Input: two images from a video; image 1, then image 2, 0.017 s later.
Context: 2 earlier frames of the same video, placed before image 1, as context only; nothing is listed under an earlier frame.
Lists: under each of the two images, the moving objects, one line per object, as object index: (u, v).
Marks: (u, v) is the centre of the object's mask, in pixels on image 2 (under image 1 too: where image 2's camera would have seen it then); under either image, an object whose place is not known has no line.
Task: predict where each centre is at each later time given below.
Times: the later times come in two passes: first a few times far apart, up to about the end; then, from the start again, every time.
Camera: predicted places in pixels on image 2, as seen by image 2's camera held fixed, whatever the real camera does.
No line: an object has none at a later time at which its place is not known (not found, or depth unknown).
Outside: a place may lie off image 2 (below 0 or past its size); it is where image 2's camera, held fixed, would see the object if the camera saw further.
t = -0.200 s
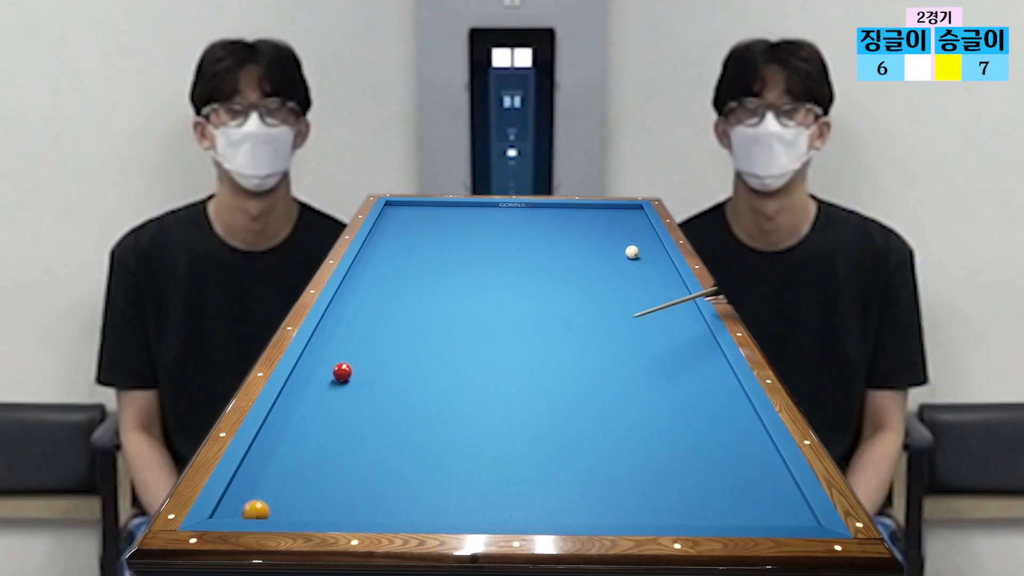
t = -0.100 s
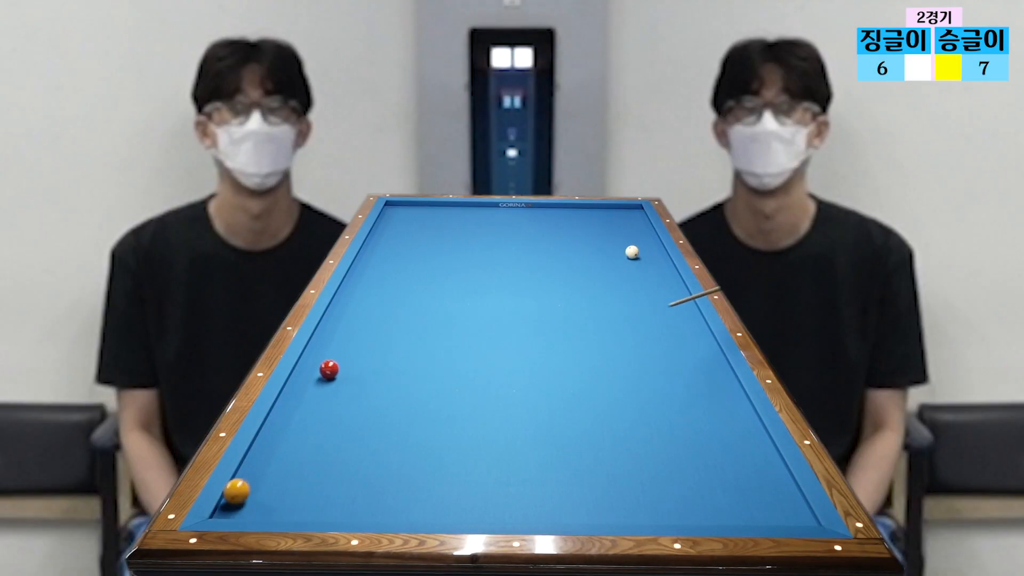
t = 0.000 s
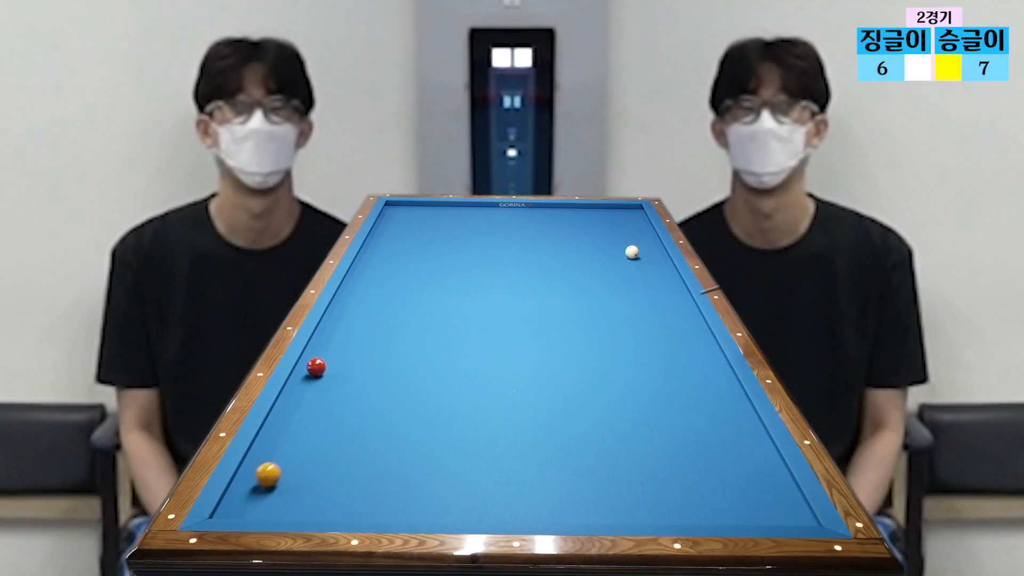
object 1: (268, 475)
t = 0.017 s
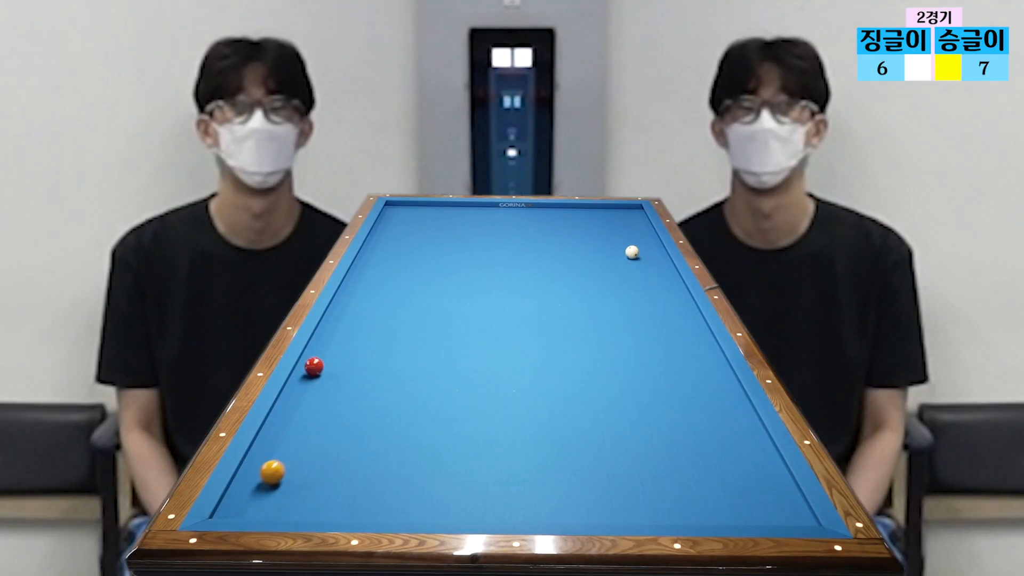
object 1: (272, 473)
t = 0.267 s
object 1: (329, 441)
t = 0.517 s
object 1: (378, 413)
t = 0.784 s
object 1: (423, 387)
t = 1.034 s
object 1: (460, 366)
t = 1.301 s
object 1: (495, 346)
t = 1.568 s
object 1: (526, 329)
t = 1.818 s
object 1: (551, 314)
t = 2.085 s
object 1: (576, 300)
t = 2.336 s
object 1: (597, 288)
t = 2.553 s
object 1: (614, 279)
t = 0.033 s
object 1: (276, 471)
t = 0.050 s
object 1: (280, 468)
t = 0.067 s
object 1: (284, 466)
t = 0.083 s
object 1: (288, 464)
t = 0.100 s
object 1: (292, 461)
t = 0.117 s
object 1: (296, 459)
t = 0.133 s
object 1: (300, 457)
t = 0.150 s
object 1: (304, 455)
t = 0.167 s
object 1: (307, 453)
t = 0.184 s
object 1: (311, 451)
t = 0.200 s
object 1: (315, 449)
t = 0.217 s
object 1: (318, 447)
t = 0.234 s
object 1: (322, 445)
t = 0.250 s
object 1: (325, 443)
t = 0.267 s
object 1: (329, 441)
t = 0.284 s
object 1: (332, 439)
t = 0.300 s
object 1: (336, 437)
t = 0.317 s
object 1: (339, 435)
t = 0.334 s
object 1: (342, 433)
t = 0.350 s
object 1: (346, 431)
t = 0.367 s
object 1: (349, 429)
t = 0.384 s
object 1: (352, 427)
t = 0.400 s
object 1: (356, 425)
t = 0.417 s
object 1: (359, 424)
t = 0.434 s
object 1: (362, 422)
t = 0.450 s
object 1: (366, 420)
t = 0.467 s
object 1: (369, 418)
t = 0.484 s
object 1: (372, 417)
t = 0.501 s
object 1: (375, 415)
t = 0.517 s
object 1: (378, 413)
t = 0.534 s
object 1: (381, 411)
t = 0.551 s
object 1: (384, 410)
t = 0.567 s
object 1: (387, 408)
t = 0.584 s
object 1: (390, 406)
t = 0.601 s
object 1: (393, 405)
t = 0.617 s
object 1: (395, 403)
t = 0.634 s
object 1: (398, 401)
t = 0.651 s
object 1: (401, 400)
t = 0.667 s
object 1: (404, 398)
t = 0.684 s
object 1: (407, 396)
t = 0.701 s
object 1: (410, 395)
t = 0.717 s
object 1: (412, 394)
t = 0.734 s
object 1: (415, 392)
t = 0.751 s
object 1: (418, 390)
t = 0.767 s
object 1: (420, 389)
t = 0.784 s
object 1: (423, 387)
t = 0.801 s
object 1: (426, 386)
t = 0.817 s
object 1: (428, 384)
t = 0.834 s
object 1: (431, 383)
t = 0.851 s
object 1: (433, 381)
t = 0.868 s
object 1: (436, 380)
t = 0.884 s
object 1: (438, 379)
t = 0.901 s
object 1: (441, 377)
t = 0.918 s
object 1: (443, 376)
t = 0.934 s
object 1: (446, 374)
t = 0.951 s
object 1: (448, 373)
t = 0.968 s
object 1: (451, 372)
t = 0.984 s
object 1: (453, 370)
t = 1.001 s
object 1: (455, 369)
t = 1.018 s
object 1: (458, 368)
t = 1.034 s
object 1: (460, 366)
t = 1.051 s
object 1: (462, 365)
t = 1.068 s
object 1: (465, 364)
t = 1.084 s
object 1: (467, 362)
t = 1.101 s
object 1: (469, 361)
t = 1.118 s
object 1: (471, 360)
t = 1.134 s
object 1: (473, 358)
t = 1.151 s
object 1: (476, 357)
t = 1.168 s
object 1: (478, 356)
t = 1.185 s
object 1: (480, 355)
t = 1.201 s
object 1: (482, 353)
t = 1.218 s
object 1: (484, 352)
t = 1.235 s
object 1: (487, 351)
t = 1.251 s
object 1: (489, 350)
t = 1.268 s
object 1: (491, 349)
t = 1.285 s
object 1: (493, 347)
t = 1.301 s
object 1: (495, 346)
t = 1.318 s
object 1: (497, 345)
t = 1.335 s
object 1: (499, 344)
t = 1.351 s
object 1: (501, 343)
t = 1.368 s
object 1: (503, 342)
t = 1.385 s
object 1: (505, 341)
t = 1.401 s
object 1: (507, 340)
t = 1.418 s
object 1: (509, 339)
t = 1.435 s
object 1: (511, 337)
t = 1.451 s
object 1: (513, 336)
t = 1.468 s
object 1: (515, 335)
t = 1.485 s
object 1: (517, 334)
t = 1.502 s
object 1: (518, 333)
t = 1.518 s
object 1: (520, 332)
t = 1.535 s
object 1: (522, 331)
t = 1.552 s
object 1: (524, 330)
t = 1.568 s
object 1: (526, 329)
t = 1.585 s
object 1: (528, 328)
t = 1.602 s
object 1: (529, 327)
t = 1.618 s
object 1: (531, 326)
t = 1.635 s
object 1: (533, 325)
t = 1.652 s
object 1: (535, 324)
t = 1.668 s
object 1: (536, 323)
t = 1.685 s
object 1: (538, 322)
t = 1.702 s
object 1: (540, 321)
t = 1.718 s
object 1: (541, 320)
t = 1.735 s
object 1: (543, 319)
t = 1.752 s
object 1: (545, 318)
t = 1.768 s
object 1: (547, 317)
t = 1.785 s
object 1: (548, 316)
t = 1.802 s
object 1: (550, 315)
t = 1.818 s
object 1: (551, 314)
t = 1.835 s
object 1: (553, 313)
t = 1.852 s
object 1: (555, 312)
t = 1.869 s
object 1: (556, 311)
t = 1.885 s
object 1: (558, 310)
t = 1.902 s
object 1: (560, 309)
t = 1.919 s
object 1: (561, 308)
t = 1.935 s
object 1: (563, 308)
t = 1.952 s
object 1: (564, 307)
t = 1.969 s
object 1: (566, 306)
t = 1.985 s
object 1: (567, 305)
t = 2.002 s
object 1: (569, 304)
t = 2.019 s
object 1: (570, 303)
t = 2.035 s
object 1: (572, 302)
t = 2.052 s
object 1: (573, 301)
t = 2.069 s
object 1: (575, 301)
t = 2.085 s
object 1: (576, 300)
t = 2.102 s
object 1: (578, 299)
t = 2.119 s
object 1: (579, 298)
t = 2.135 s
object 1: (580, 297)
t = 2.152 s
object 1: (582, 296)
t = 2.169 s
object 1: (583, 296)
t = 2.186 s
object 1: (585, 295)
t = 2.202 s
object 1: (586, 294)
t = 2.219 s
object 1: (588, 293)
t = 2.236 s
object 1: (589, 293)
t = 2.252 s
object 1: (590, 292)
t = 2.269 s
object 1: (592, 291)
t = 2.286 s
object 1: (593, 290)
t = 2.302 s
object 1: (595, 289)
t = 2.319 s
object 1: (596, 289)
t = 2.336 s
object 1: (597, 288)
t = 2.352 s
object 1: (598, 287)
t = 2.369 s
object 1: (600, 287)
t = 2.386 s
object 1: (601, 286)
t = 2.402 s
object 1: (602, 285)
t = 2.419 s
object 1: (604, 284)
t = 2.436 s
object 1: (605, 283)
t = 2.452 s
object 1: (606, 283)
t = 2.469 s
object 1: (607, 282)
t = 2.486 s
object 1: (609, 281)
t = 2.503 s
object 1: (610, 281)
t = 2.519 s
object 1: (611, 280)
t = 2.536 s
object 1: (613, 279)
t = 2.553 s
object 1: (614, 279)
